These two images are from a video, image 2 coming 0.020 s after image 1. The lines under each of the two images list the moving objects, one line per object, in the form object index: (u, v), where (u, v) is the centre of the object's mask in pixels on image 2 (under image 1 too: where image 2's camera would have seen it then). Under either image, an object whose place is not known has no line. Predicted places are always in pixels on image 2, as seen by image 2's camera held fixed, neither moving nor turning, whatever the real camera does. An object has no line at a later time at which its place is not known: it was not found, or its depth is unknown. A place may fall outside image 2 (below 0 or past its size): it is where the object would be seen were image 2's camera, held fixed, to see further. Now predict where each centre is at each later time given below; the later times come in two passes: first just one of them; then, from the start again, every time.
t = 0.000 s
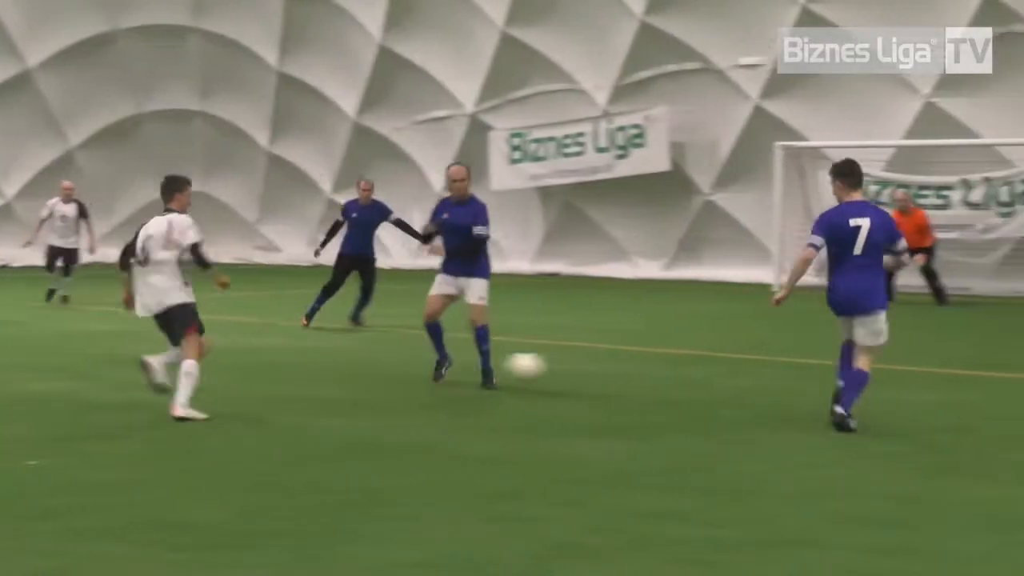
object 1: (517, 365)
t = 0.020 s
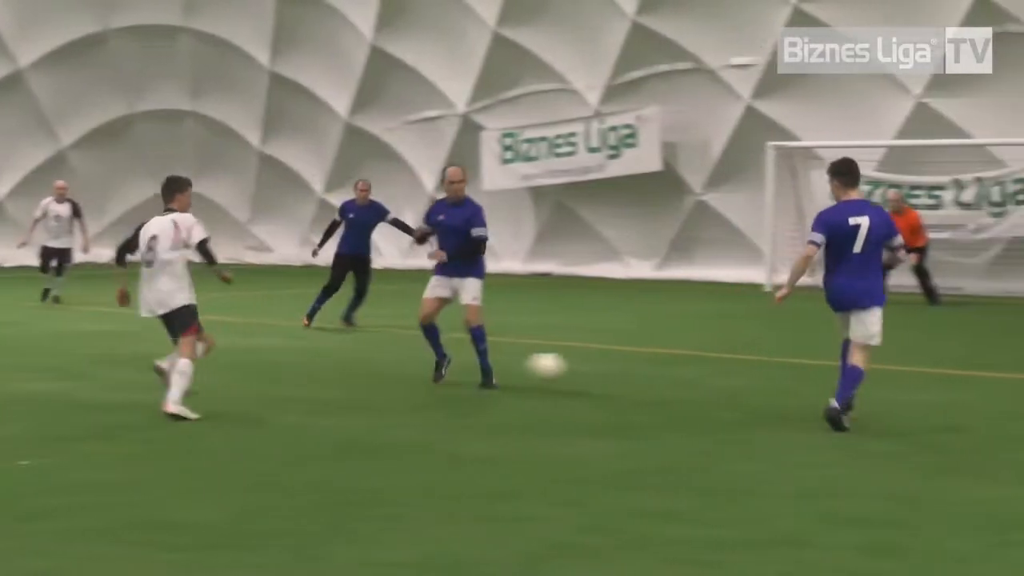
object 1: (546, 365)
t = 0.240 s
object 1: (811, 352)
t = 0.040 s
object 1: (576, 365)
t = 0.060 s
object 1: (603, 365)
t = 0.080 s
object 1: (630, 366)
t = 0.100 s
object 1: (656, 367)
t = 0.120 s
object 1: (681, 368)
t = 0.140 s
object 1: (705, 365)
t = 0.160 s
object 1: (726, 361)
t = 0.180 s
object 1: (748, 358)
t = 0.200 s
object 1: (769, 355)
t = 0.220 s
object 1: (790, 353)
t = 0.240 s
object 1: (811, 352)
